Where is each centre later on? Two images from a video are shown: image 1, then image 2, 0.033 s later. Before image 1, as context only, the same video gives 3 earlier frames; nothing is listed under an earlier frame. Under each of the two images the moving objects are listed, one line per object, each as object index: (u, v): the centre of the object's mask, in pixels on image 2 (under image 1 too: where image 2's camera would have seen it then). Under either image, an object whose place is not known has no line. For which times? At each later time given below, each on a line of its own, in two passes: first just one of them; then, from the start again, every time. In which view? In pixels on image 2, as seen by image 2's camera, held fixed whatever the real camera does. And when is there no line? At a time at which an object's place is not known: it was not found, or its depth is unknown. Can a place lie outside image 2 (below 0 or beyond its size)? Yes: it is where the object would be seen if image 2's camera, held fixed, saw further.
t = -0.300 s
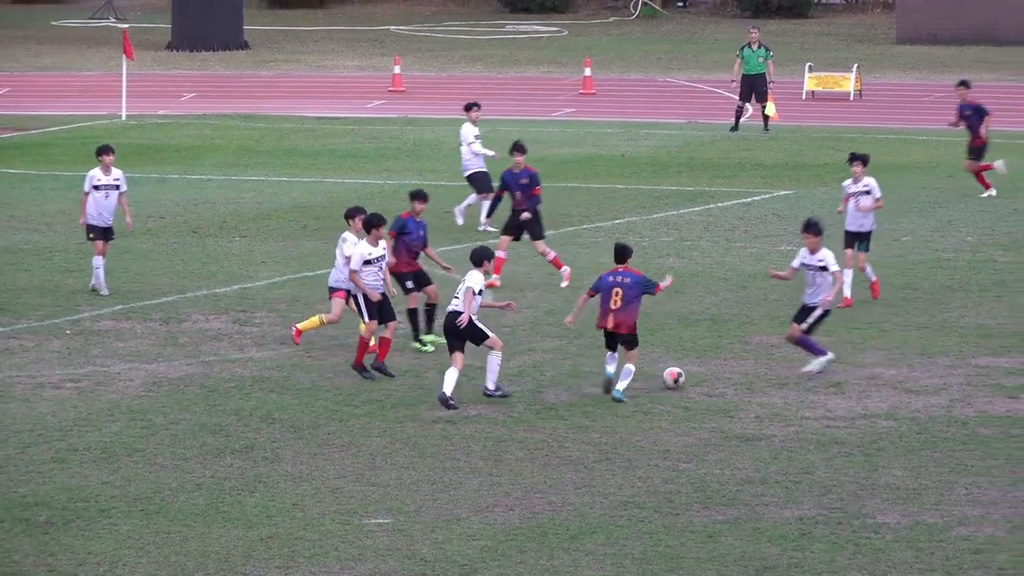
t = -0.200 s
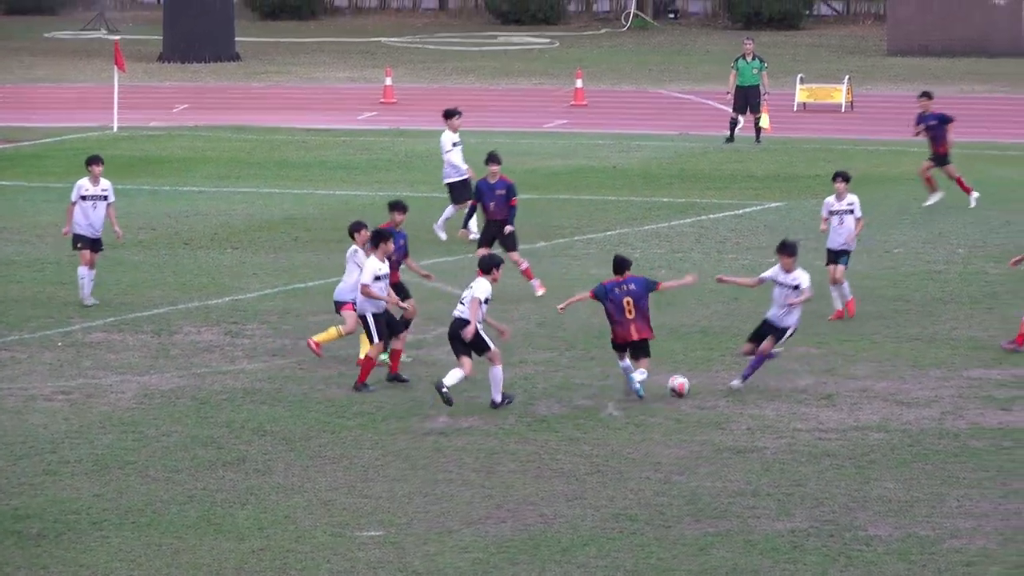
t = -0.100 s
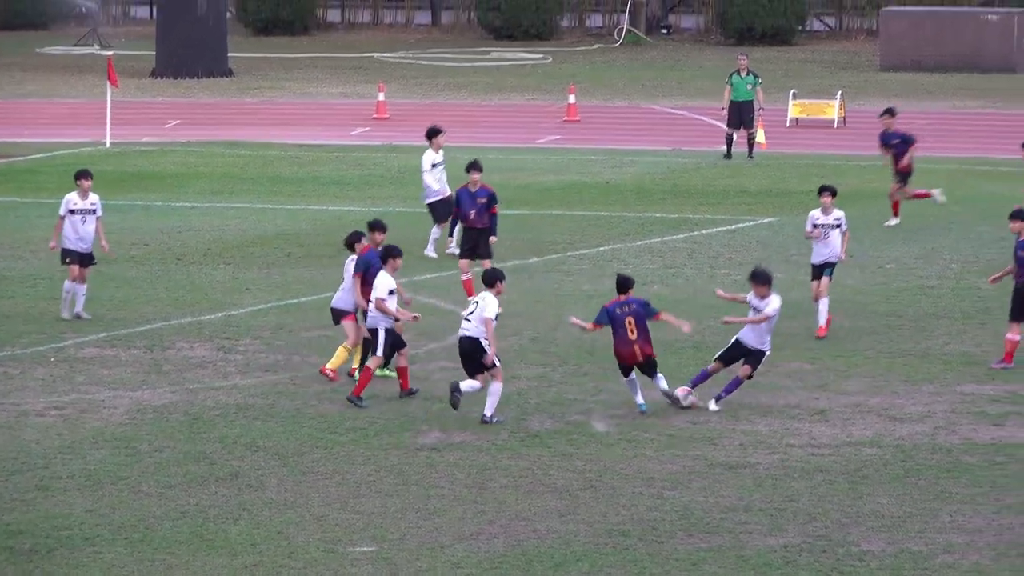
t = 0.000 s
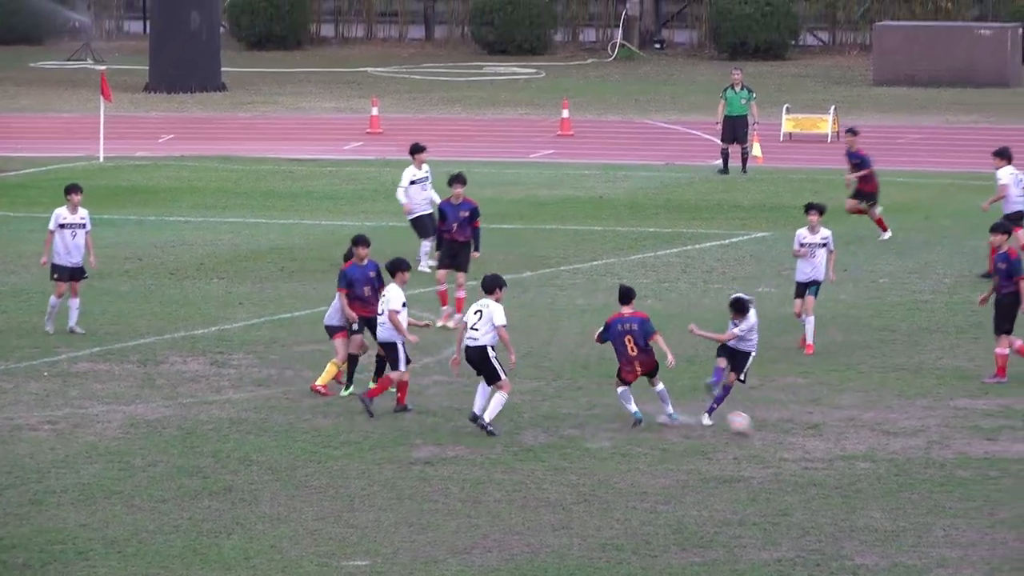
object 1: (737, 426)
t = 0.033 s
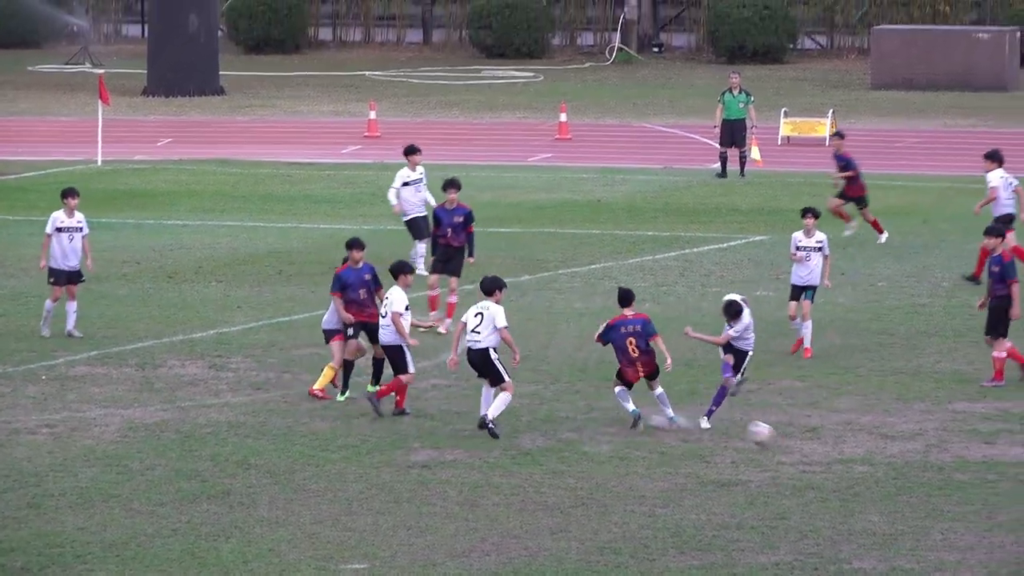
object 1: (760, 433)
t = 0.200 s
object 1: (874, 451)
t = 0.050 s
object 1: (773, 437)
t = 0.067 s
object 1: (785, 441)
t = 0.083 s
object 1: (797, 446)
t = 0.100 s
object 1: (808, 449)
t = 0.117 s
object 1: (820, 449)
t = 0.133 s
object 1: (829, 448)
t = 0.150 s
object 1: (840, 448)
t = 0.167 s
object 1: (851, 449)
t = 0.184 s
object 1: (861, 449)
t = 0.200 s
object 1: (874, 451)
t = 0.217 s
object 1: (886, 452)
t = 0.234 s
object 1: (897, 454)
